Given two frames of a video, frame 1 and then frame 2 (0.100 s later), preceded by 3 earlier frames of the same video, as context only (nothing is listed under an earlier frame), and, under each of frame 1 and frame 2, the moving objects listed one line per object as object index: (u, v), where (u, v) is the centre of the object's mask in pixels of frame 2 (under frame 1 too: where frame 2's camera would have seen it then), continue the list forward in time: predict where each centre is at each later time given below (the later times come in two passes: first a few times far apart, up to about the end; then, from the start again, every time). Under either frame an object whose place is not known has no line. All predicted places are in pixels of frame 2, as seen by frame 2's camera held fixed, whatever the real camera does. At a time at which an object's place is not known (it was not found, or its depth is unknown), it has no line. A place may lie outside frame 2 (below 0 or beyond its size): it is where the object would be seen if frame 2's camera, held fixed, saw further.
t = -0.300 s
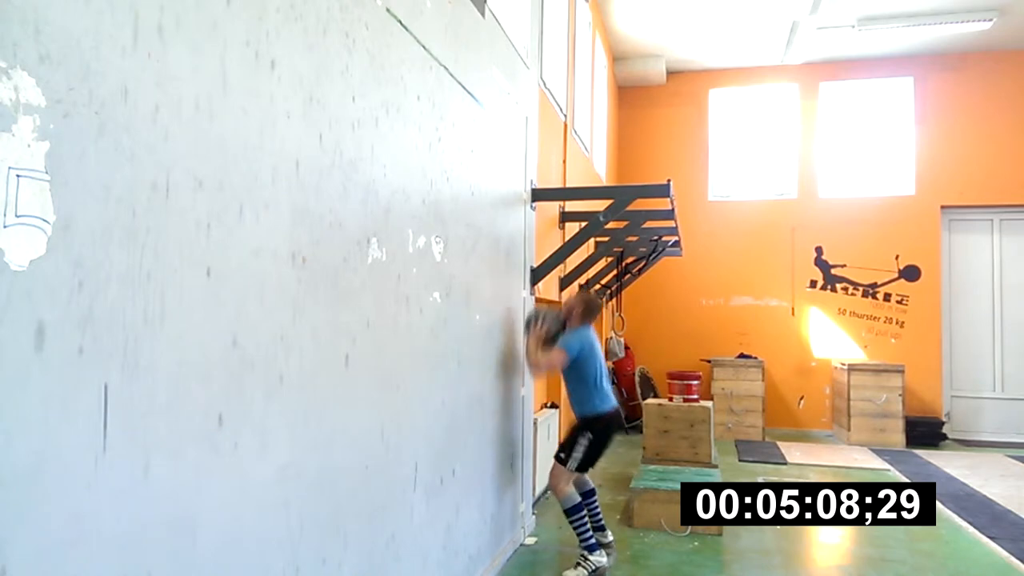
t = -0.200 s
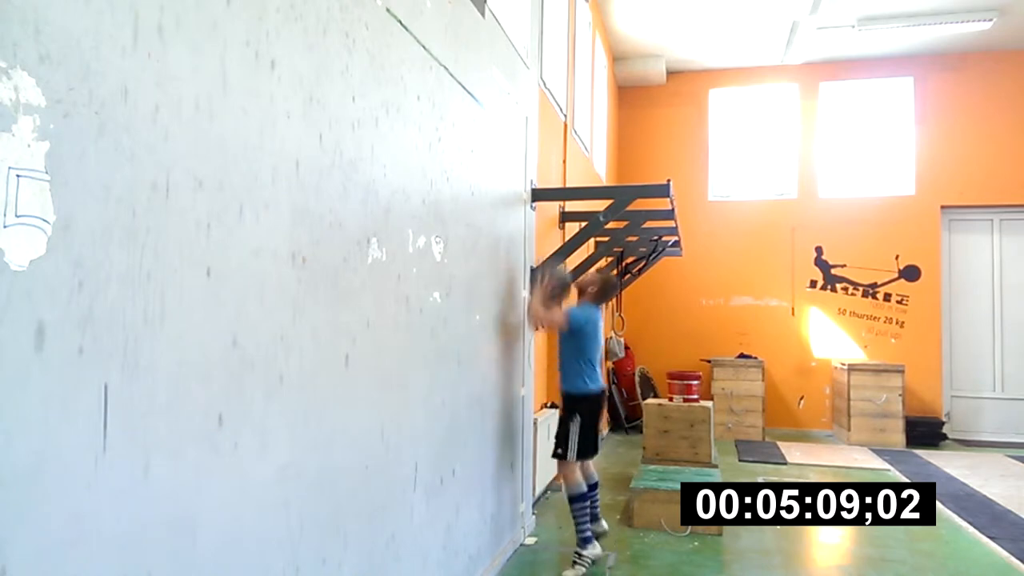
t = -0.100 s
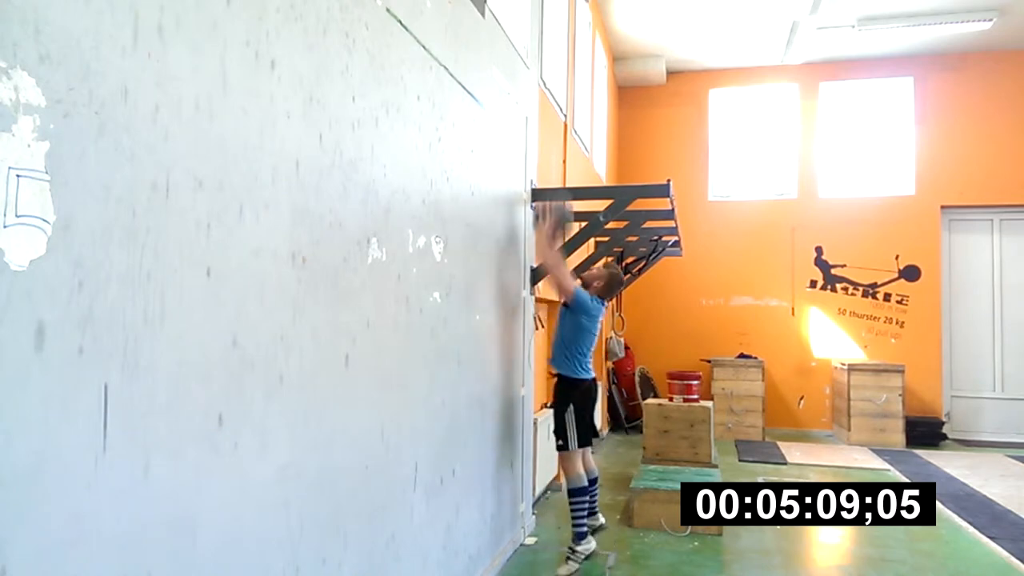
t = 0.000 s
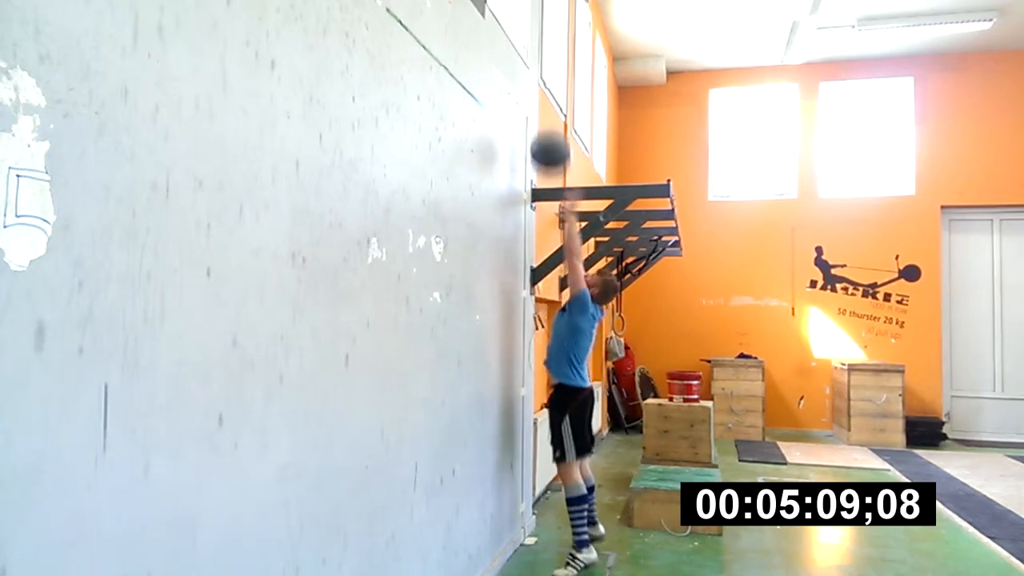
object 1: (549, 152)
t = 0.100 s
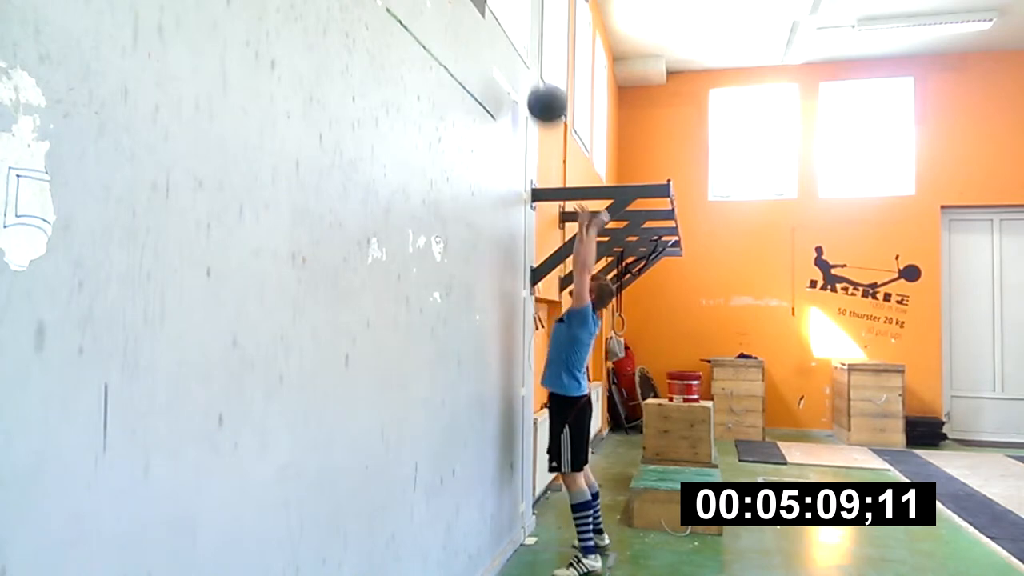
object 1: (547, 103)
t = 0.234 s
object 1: (544, 66)
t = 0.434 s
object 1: (537, 60)
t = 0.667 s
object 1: (537, 126)
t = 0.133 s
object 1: (546, 91)
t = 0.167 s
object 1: (545, 80)
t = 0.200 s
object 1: (545, 73)
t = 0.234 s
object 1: (544, 66)
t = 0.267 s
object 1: (543, 61)
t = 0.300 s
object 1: (542, 57)
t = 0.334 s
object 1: (540, 55)
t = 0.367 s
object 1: (539, 55)
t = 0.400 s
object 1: (538, 57)
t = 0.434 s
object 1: (537, 60)
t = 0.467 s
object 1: (535, 65)
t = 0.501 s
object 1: (535, 72)
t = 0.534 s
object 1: (535, 78)
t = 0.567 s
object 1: (536, 89)
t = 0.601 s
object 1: (536, 100)
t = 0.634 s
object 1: (536, 113)
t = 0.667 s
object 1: (537, 126)
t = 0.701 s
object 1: (538, 144)
